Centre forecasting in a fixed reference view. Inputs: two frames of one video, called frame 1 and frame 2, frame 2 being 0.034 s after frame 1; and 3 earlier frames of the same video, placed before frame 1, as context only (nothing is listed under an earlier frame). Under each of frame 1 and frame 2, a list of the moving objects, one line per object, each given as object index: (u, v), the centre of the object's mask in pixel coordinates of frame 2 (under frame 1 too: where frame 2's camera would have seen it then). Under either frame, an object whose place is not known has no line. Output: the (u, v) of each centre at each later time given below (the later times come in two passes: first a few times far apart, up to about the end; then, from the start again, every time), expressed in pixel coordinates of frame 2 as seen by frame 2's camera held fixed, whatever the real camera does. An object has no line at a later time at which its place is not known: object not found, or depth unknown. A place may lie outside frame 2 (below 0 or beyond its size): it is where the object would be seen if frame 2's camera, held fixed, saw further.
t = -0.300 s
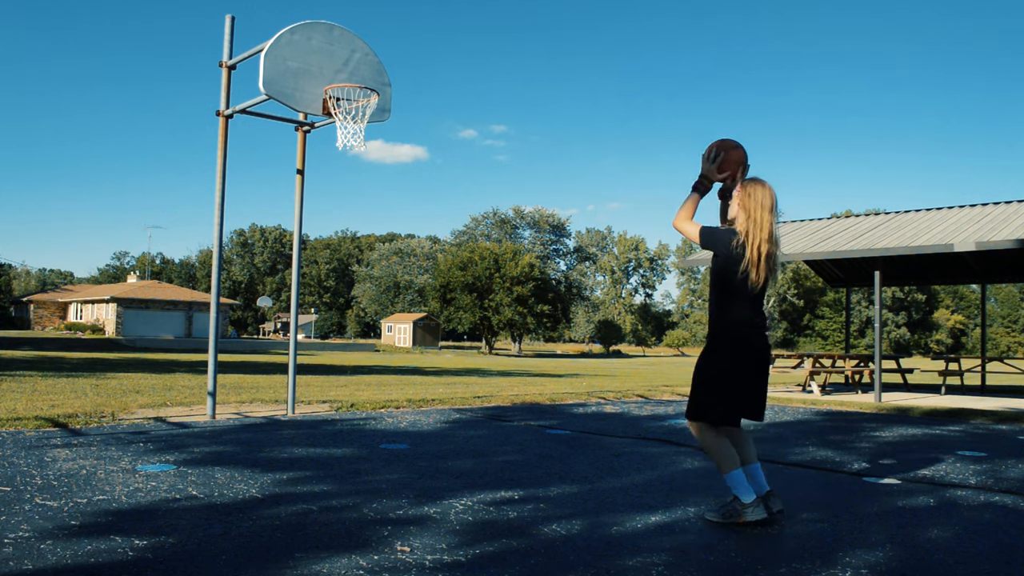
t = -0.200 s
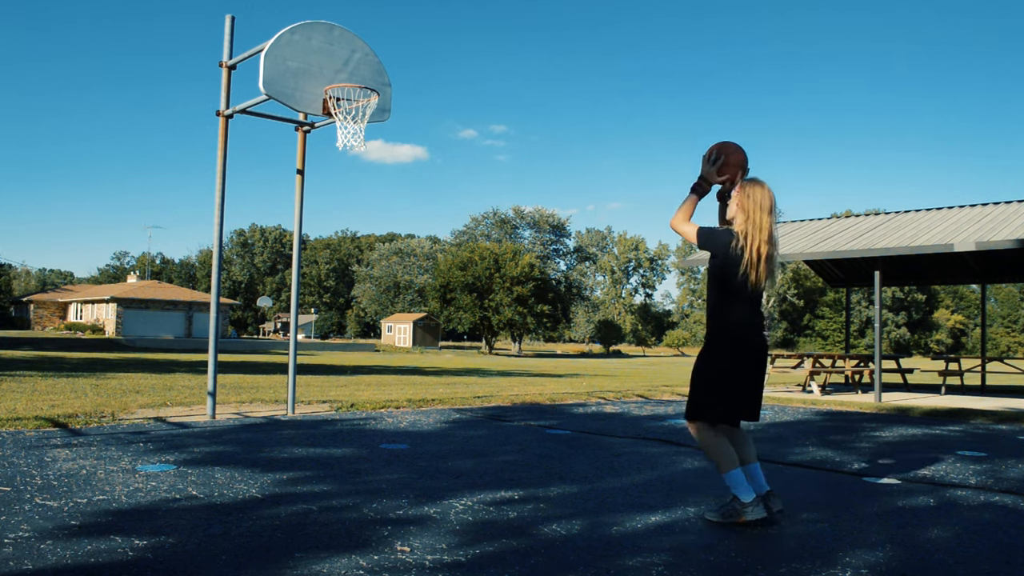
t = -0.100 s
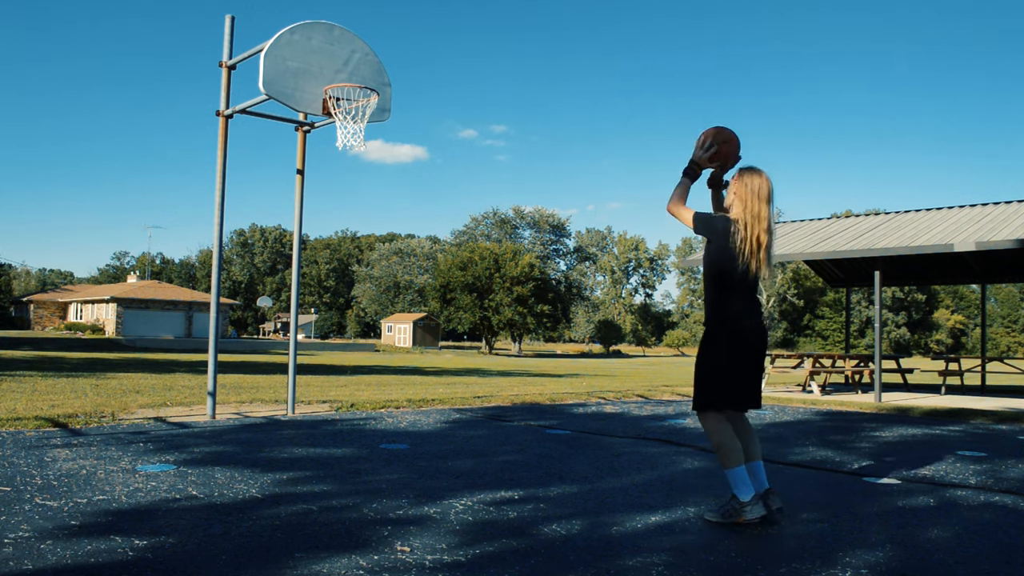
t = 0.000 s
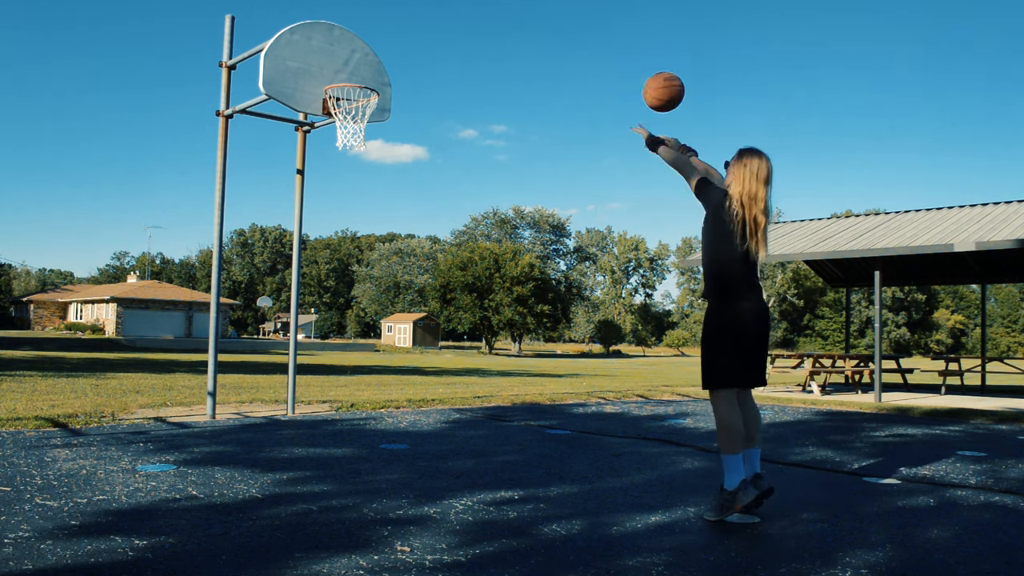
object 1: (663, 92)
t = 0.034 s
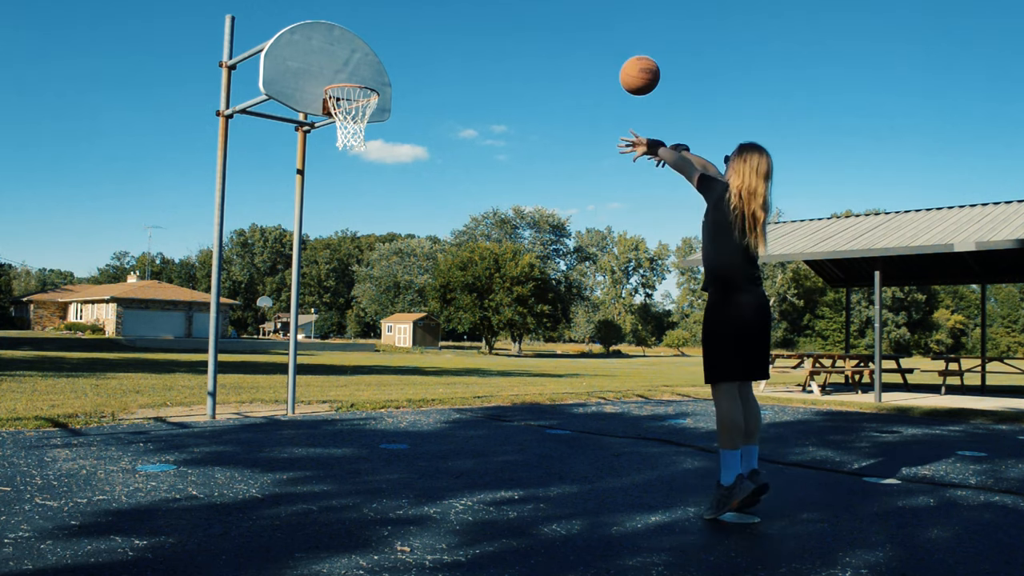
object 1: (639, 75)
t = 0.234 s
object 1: (520, 26)
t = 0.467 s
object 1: (417, 37)
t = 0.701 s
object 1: (348, 92)
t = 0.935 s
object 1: (338, 121)
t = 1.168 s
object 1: (341, 139)
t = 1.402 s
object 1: (357, 193)
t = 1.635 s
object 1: (369, 318)
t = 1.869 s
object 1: (385, 370)
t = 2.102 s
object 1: (406, 264)
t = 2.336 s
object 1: (425, 220)
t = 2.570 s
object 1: (442, 238)
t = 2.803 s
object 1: (458, 319)
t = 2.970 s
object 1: (467, 419)
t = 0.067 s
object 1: (617, 62)
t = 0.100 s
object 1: (596, 51)
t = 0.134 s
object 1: (576, 42)
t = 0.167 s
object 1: (556, 35)
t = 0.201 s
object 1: (538, 29)
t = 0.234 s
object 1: (520, 26)
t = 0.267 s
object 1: (503, 24)
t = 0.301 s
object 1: (487, 23)
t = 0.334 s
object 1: (472, 23)
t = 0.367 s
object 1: (457, 25)
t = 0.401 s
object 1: (443, 28)
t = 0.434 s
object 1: (430, 32)
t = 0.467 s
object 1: (417, 37)
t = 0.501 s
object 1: (404, 44)
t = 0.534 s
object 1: (392, 52)
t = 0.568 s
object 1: (381, 60)
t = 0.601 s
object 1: (369, 70)
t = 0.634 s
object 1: (358, 79)
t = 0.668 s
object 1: (348, 90)
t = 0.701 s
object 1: (348, 92)
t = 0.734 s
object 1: (354, 92)
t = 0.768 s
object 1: (353, 99)
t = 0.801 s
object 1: (351, 106)
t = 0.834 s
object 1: (349, 109)
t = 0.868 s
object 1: (345, 117)
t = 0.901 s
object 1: (342, 119)
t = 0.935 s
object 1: (338, 121)
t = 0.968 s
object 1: (336, 123)
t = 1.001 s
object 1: (335, 124)
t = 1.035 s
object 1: (335, 126)
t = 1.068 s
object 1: (336, 127)
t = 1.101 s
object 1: (338, 129)
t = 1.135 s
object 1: (340, 135)
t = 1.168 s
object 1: (341, 139)
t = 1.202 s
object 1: (344, 142)
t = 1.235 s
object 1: (346, 146)
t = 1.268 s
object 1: (349, 152)
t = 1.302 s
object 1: (351, 161)
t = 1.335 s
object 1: (353, 170)
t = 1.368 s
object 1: (355, 181)
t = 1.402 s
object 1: (357, 193)
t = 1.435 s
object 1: (359, 207)
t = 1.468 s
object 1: (361, 221)
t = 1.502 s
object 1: (363, 238)
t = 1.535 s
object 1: (365, 256)
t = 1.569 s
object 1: (366, 275)
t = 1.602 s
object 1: (368, 296)
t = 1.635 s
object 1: (369, 318)
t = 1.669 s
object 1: (371, 341)
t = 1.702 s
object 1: (373, 367)
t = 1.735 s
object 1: (375, 393)
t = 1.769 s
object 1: (376, 421)
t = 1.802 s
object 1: (379, 411)
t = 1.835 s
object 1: (382, 390)
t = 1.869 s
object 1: (385, 370)
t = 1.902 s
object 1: (388, 351)
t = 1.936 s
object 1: (391, 333)
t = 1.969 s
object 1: (394, 317)
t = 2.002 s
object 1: (397, 302)
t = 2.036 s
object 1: (400, 288)
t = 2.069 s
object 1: (403, 275)
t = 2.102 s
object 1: (406, 264)
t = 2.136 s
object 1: (409, 254)
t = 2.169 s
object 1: (412, 245)
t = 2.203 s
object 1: (414, 237)
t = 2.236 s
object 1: (417, 231)
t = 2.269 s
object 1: (420, 226)
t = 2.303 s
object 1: (422, 222)
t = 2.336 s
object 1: (425, 220)
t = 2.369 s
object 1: (428, 218)
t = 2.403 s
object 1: (430, 218)
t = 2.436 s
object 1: (433, 220)
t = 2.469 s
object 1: (435, 222)
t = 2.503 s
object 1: (437, 226)
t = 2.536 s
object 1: (440, 231)
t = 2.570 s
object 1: (442, 238)
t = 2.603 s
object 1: (445, 245)
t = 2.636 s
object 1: (447, 254)
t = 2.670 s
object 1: (448, 265)
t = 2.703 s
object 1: (451, 276)
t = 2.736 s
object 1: (453, 290)
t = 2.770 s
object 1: (454, 303)
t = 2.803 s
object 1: (458, 319)
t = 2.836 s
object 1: (459, 337)
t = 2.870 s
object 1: (461, 354)
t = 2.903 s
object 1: (463, 375)
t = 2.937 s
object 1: (465, 396)
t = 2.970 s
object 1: (467, 419)
